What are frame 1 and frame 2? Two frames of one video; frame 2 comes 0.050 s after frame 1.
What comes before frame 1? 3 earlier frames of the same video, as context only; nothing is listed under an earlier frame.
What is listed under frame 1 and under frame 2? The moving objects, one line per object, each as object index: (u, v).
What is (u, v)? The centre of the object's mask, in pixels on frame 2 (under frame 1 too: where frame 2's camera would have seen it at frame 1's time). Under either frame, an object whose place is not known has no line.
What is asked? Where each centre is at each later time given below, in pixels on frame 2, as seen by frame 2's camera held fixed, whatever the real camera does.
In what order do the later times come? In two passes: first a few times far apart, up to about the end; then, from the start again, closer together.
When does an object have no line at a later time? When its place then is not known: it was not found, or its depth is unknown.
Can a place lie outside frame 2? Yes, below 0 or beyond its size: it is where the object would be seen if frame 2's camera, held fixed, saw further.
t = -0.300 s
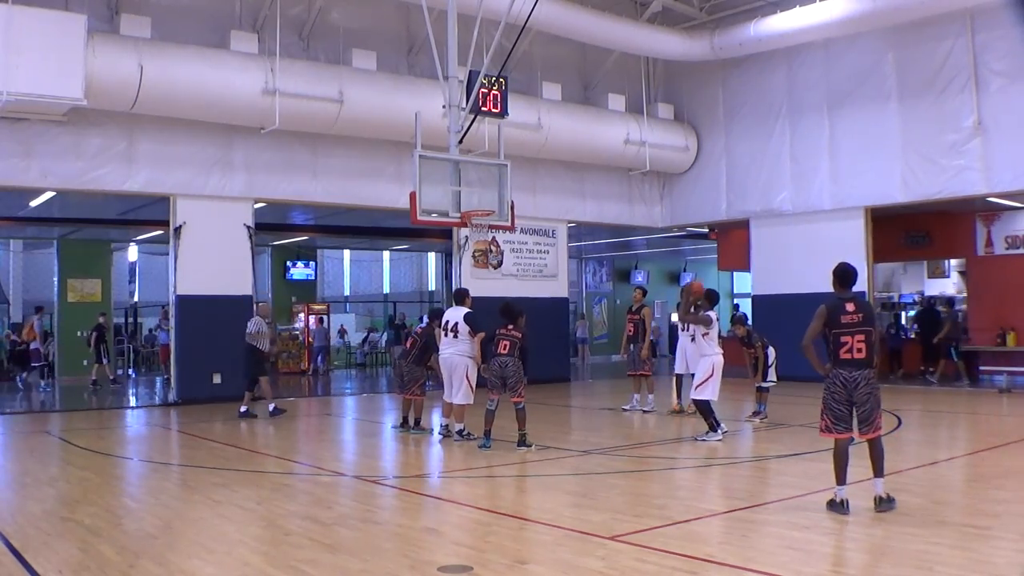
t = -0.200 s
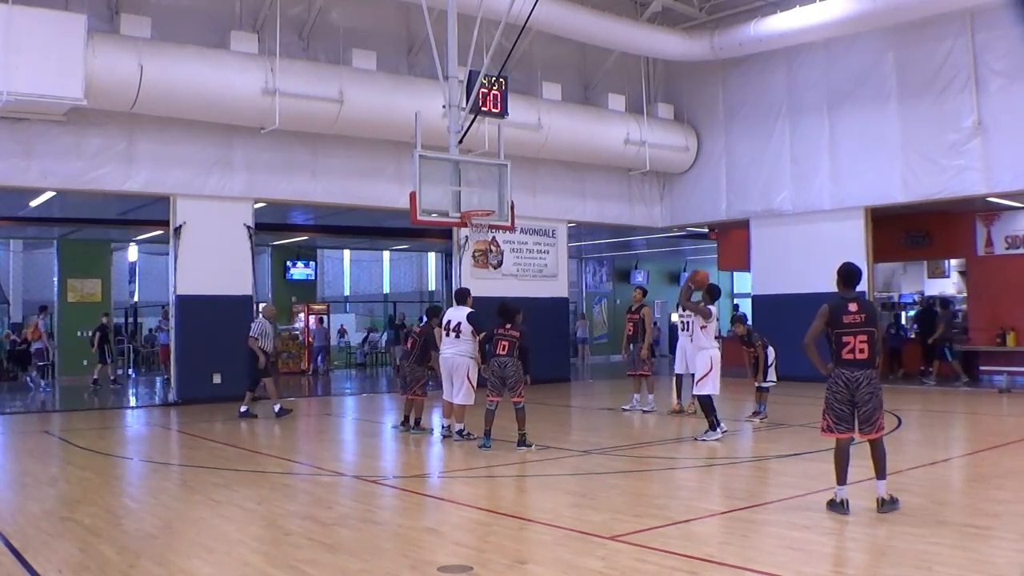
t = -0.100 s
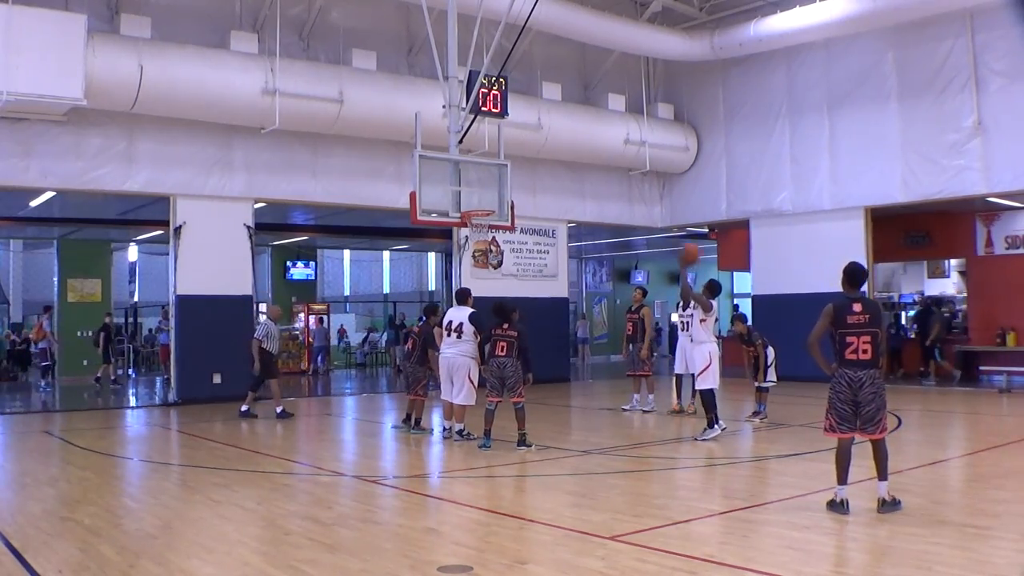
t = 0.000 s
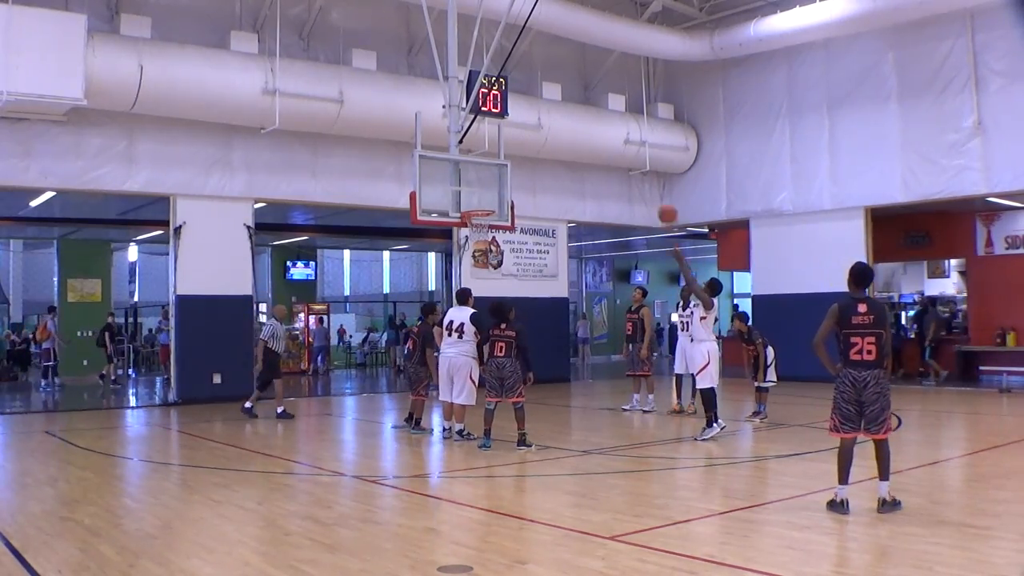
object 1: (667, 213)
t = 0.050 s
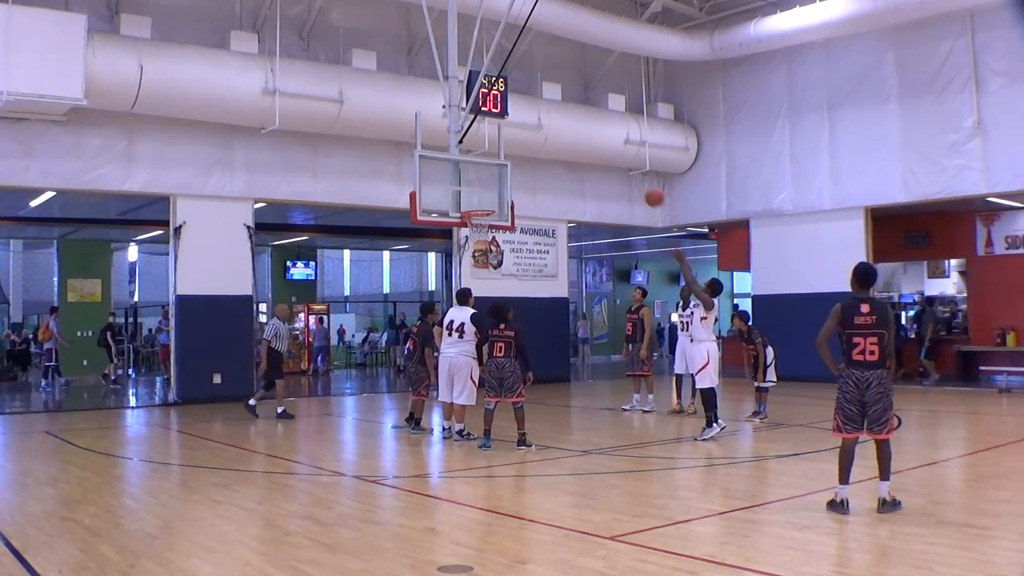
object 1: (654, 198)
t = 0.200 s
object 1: (617, 162)
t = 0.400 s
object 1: (574, 142)
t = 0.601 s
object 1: (536, 152)
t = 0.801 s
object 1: (502, 186)
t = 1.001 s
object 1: (470, 203)
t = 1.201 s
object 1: (456, 191)
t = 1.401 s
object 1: (442, 203)
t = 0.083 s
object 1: (645, 187)
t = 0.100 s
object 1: (641, 183)
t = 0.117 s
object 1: (637, 179)
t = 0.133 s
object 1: (632, 175)
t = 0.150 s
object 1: (629, 172)
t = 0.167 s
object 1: (625, 168)
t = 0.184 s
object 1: (621, 164)
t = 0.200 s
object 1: (617, 162)
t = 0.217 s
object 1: (613, 159)
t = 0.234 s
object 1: (609, 156)
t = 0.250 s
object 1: (605, 154)
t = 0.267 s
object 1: (602, 152)
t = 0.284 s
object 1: (598, 149)
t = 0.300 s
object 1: (594, 148)
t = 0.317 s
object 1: (591, 146)
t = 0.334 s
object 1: (587, 145)
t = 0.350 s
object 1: (584, 144)
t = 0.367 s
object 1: (580, 143)
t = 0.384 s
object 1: (577, 143)
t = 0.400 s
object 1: (574, 142)
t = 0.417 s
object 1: (570, 142)
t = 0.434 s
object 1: (567, 142)
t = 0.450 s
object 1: (564, 142)
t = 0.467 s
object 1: (560, 143)
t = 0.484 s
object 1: (557, 143)
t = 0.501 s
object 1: (554, 144)
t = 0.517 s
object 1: (551, 145)
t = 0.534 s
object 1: (548, 146)
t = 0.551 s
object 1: (545, 147)
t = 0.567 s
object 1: (542, 148)
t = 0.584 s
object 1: (538, 150)
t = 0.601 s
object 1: (536, 152)
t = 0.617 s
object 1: (533, 153)
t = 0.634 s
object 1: (529, 156)
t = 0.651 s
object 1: (527, 158)
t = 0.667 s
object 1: (524, 160)
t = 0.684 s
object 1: (520, 163)
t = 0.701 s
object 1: (518, 165)
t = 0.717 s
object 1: (515, 168)
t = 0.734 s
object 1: (513, 172)
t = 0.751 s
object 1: (510, 175)
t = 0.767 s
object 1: (507, 178)
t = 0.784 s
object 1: (504, 182)
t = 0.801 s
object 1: (502, 186)
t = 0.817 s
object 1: (499, 189)
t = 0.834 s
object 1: (496, 193)
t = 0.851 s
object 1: (493, 197)
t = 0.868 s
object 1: (491, 202)
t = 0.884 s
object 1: (488, 204)
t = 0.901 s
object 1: (486, 206)
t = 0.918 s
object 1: (482, 205)
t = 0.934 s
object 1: (479, 205)
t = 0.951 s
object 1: (475, 206)
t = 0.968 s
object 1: (472, 206)
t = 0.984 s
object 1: (471, 204)
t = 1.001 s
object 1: (470, 203)
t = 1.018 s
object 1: (469, 202)
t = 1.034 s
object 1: (468, 200)
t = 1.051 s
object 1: (467, 198)
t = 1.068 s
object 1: (466, 196)
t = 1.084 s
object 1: (465, 195)
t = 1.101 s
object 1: (463, 194)
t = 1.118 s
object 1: (462, 193)
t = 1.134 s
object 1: (461, 192)
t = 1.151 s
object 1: (460, 192)
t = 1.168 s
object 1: (459, 191)
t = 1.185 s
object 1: (458, 191)
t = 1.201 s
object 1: (456, 191)
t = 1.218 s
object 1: (455, 191)
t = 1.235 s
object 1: (454, 191)
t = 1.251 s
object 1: (453, 191)
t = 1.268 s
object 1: (452, 192)
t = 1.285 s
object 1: (451, 192)
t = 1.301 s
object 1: (450, 193)
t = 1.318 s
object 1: (449, 195)
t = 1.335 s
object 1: (448, 196)
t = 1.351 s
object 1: (446, 198)
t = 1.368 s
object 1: (445, 199)
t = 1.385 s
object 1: (443, 201)
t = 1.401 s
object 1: (442, 203)
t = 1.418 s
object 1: (441, 206)
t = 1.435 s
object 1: (440, 208)
